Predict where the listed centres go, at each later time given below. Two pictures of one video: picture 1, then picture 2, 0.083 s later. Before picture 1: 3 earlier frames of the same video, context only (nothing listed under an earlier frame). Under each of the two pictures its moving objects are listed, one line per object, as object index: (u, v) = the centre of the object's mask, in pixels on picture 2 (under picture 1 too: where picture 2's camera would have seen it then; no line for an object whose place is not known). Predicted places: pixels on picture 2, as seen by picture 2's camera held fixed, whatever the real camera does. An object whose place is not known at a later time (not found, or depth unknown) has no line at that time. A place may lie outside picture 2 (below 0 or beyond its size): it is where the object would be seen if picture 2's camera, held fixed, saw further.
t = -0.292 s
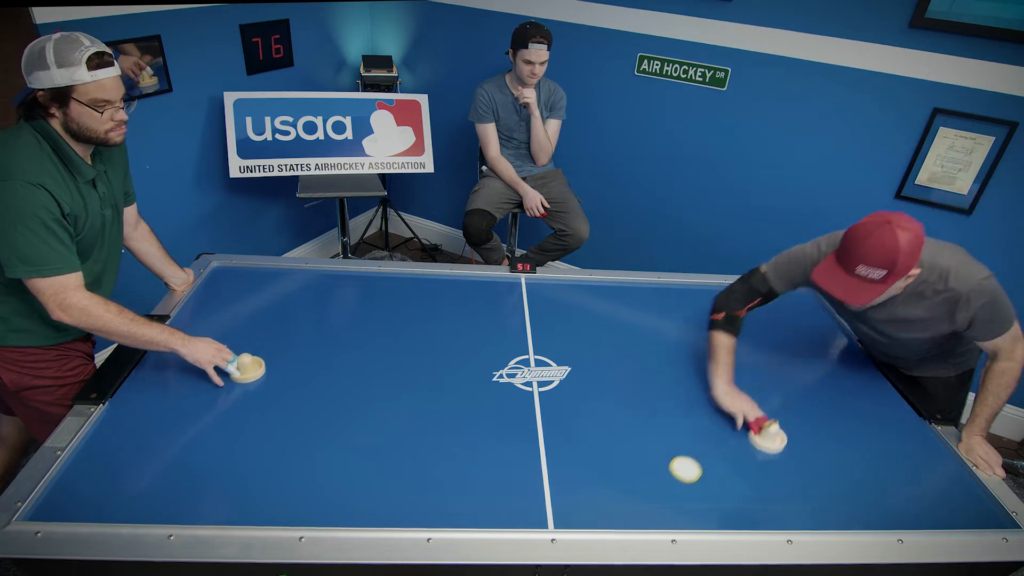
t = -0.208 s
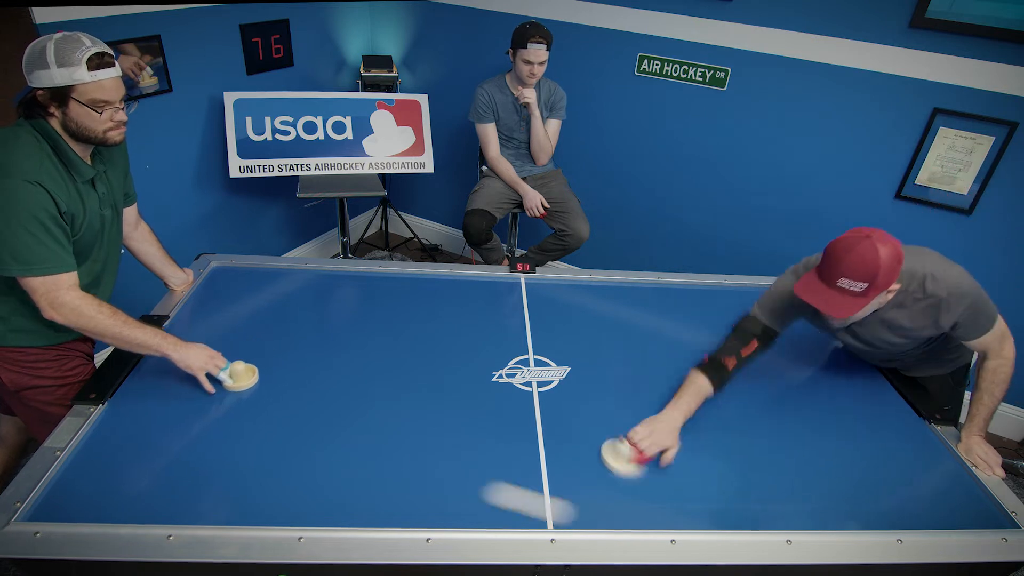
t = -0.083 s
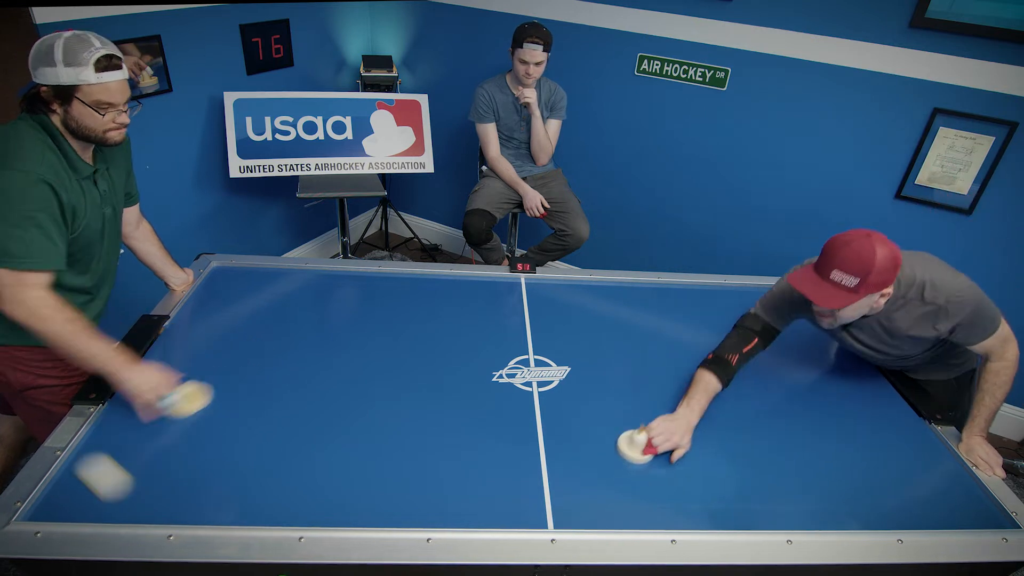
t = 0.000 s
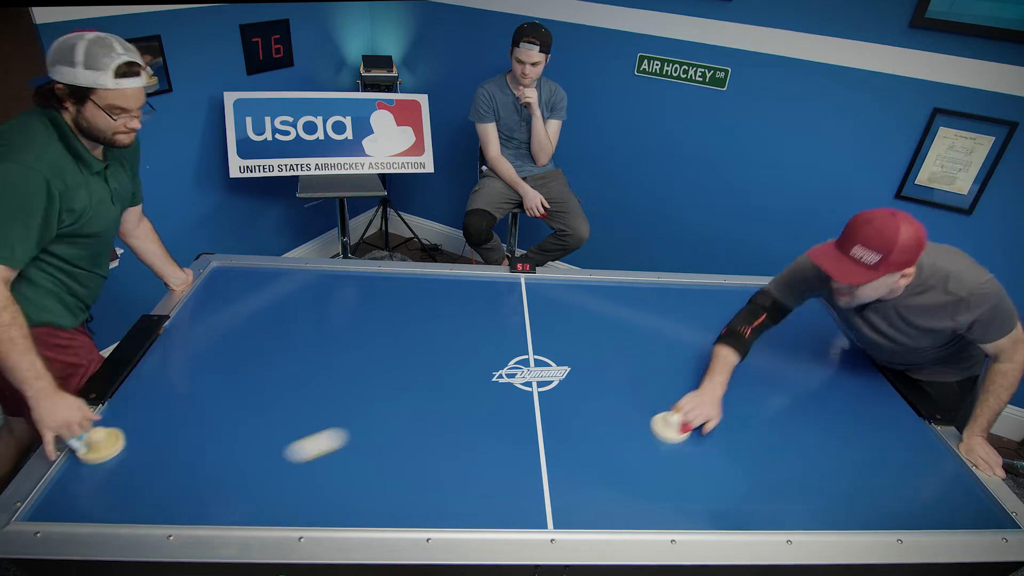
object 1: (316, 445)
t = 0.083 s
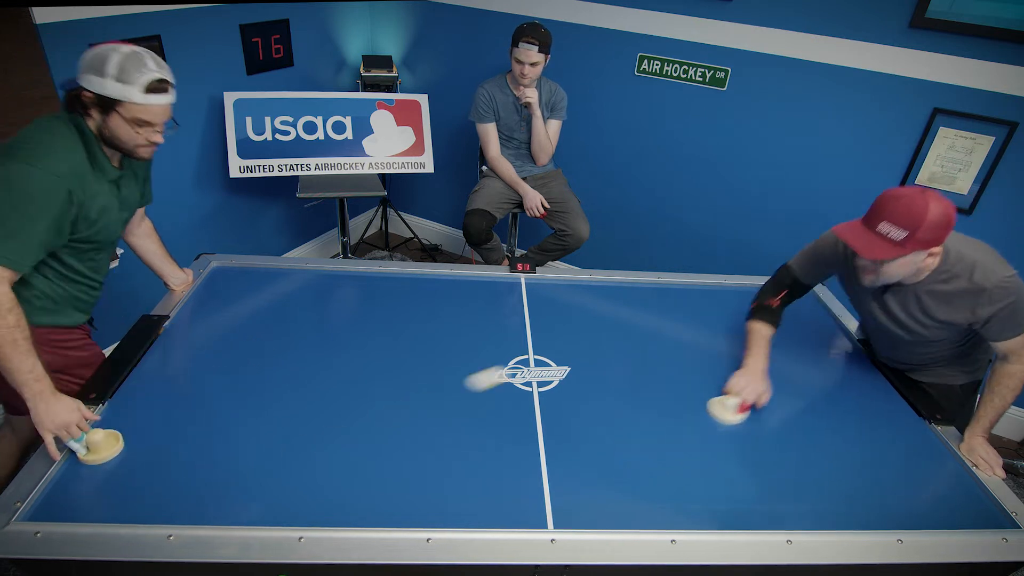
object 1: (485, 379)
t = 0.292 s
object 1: (773, 307)
